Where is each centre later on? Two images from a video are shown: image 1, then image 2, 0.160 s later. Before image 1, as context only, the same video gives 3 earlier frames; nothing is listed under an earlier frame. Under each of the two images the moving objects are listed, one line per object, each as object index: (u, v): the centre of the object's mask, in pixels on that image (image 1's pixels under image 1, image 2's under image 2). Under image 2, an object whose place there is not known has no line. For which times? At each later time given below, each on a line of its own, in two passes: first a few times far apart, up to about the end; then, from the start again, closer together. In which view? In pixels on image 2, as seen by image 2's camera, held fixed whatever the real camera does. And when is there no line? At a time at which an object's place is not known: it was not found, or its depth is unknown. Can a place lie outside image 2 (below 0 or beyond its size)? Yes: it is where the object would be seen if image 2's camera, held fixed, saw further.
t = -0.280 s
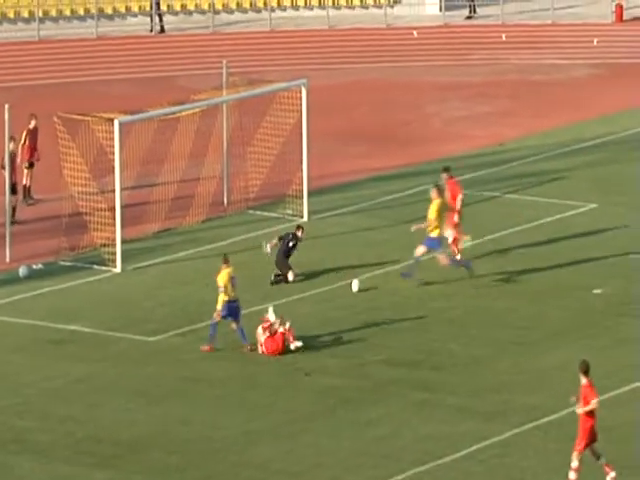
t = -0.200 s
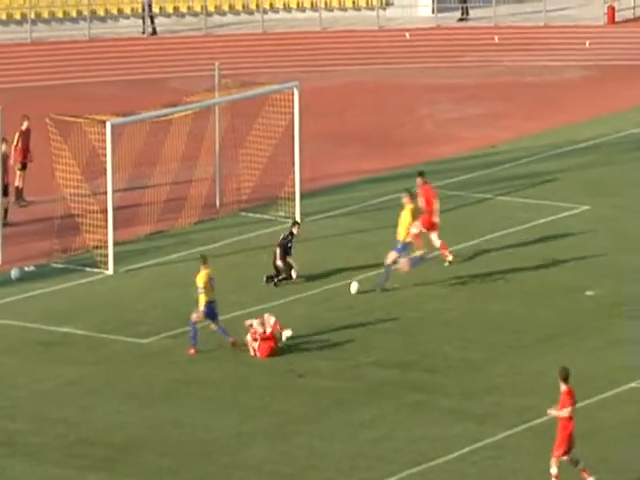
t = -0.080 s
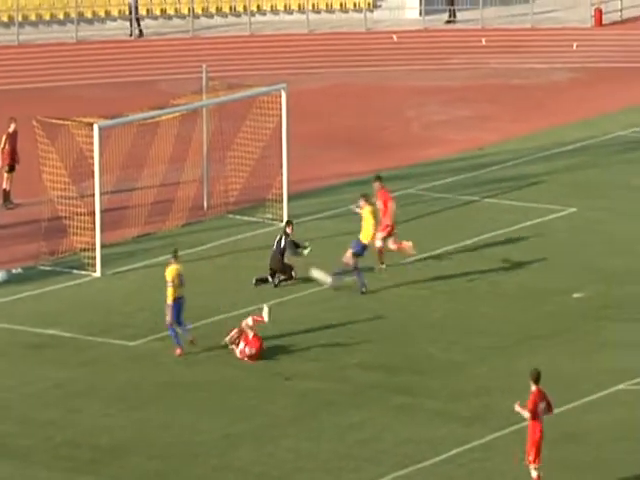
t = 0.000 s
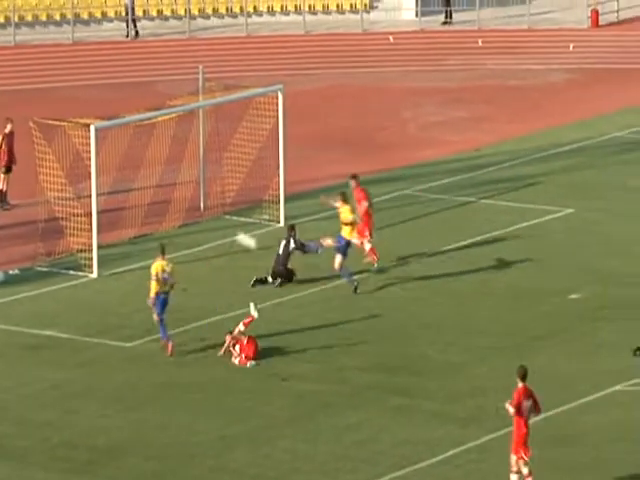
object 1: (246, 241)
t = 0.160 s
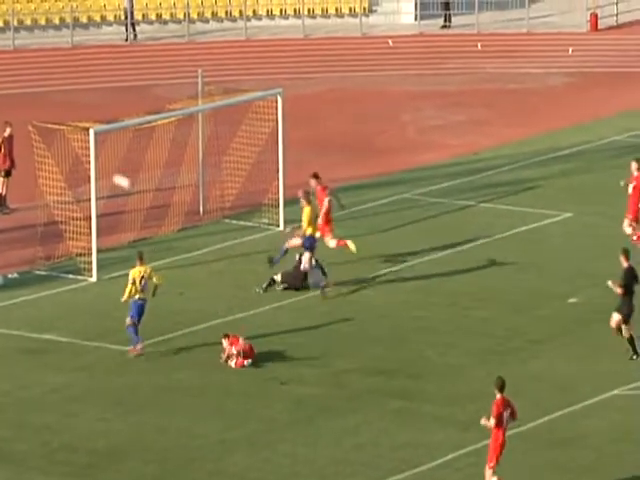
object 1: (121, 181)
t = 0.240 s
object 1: (67, 155)
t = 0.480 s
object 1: (53, 216)
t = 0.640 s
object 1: (66, 251)
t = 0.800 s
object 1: (78, 224)
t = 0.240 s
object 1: (67, 155)
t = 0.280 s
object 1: (46, 149)
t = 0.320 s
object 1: (42, 154)
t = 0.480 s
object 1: (53, 216)
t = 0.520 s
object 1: (56, 232)
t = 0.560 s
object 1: (59, 252)
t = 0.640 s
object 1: (66, 251)
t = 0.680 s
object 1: (69, 242)
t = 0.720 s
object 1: (72, 235)
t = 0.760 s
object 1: (74, 229)
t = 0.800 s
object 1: (78, 224)
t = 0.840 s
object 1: (81, 219)
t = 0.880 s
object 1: (84, 215)
